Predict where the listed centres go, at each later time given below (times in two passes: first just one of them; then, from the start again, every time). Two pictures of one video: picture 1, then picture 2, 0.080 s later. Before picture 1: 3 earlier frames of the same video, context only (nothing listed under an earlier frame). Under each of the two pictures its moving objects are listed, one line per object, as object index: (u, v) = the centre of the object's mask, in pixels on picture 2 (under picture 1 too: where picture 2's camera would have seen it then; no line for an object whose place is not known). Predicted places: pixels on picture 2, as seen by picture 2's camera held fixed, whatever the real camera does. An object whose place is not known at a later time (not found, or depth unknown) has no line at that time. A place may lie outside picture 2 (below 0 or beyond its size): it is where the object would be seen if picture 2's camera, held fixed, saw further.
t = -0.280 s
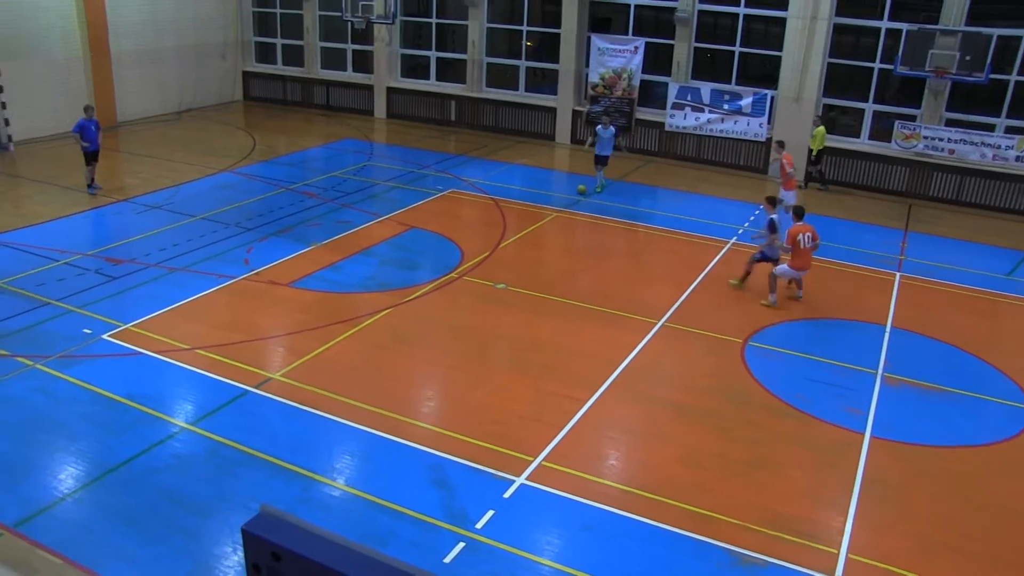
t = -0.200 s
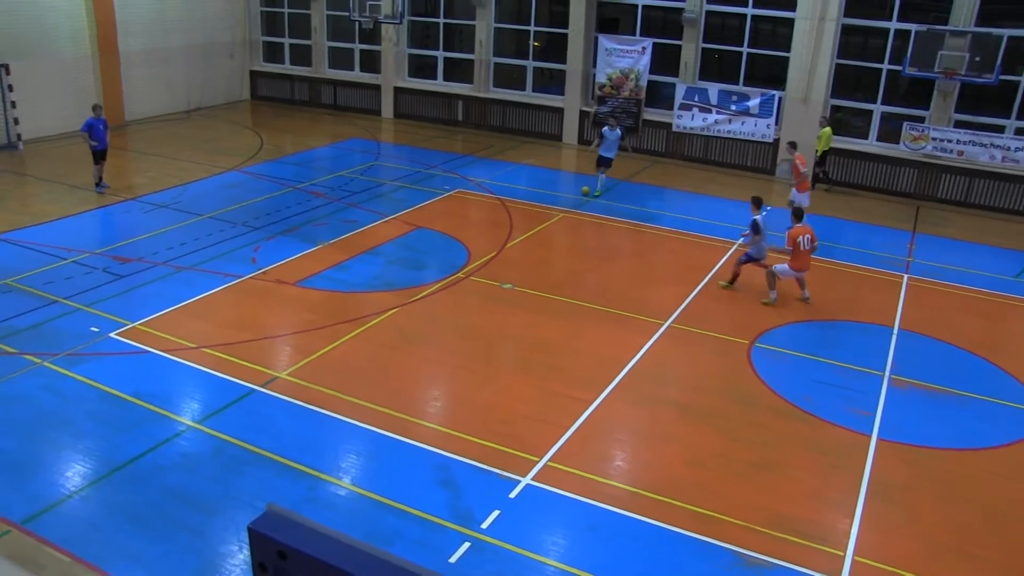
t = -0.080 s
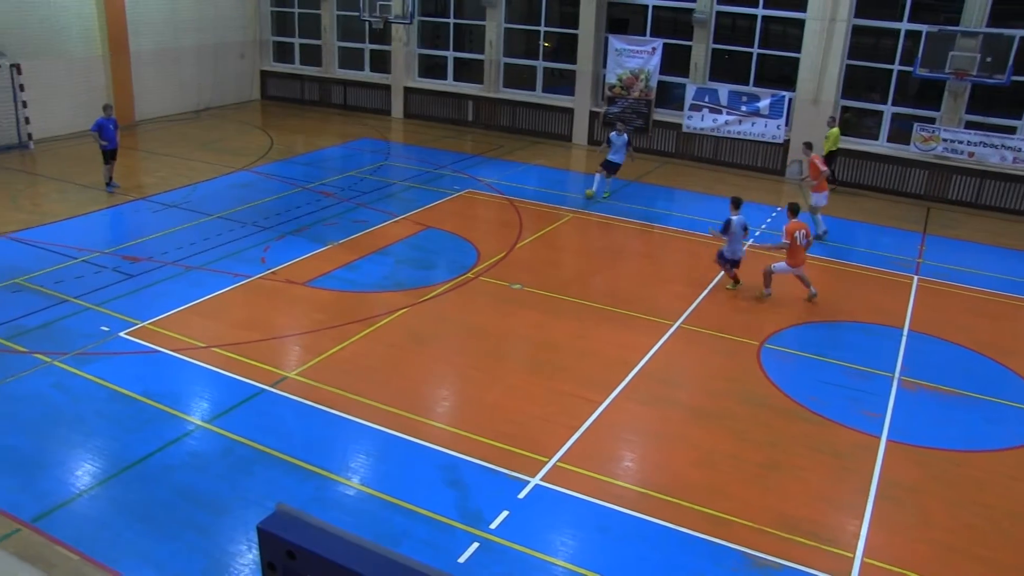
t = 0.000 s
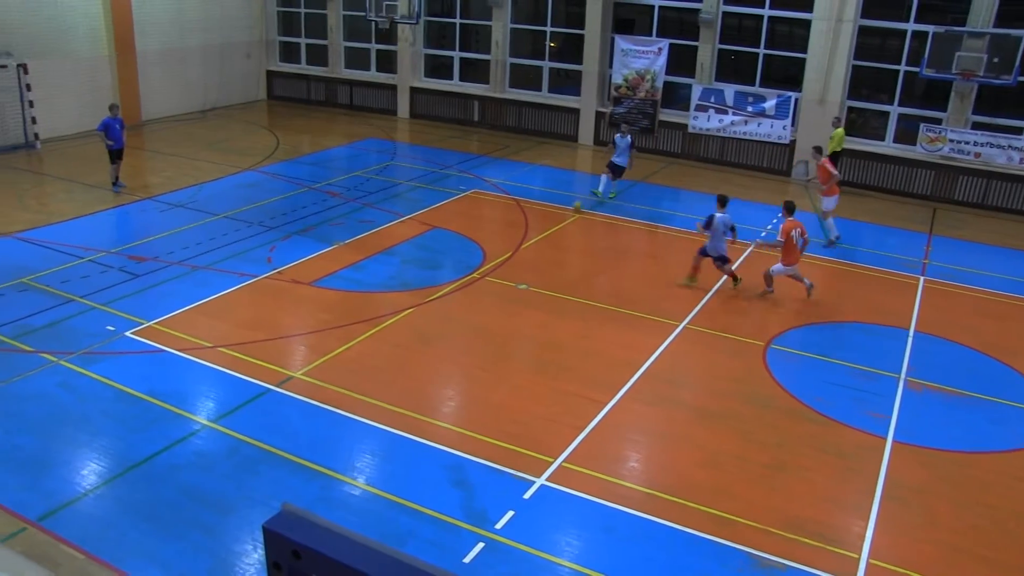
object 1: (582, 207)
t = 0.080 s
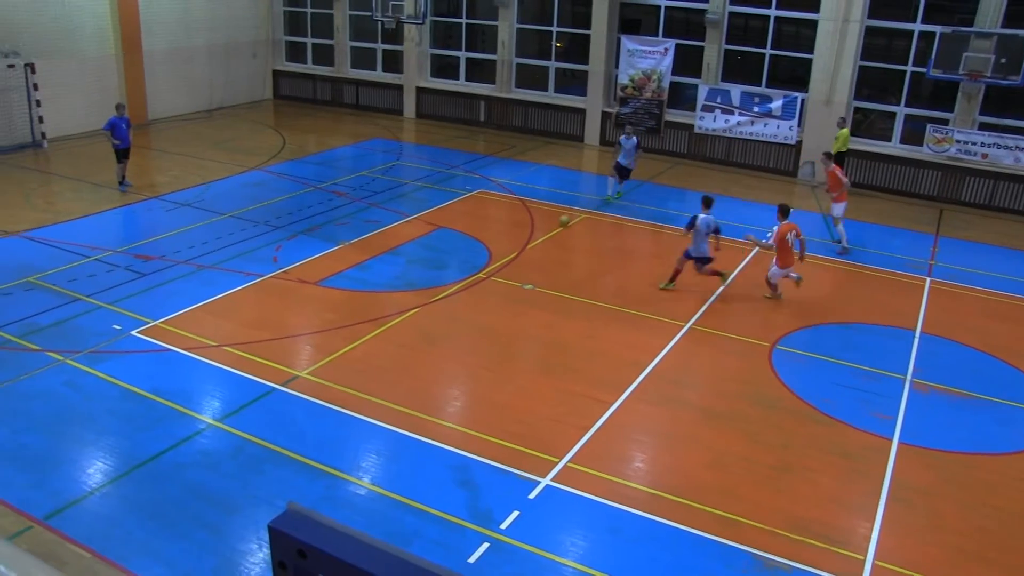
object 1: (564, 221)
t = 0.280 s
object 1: (513, 259)
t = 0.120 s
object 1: (554, 228)
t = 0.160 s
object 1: (545, 236)
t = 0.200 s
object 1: (534, 243)
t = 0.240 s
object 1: (523, 251)
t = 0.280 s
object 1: (513, 259)
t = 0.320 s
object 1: (502, 267)
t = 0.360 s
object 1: (489, 277)
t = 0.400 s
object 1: (478, 285)
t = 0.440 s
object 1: (464, 294)
